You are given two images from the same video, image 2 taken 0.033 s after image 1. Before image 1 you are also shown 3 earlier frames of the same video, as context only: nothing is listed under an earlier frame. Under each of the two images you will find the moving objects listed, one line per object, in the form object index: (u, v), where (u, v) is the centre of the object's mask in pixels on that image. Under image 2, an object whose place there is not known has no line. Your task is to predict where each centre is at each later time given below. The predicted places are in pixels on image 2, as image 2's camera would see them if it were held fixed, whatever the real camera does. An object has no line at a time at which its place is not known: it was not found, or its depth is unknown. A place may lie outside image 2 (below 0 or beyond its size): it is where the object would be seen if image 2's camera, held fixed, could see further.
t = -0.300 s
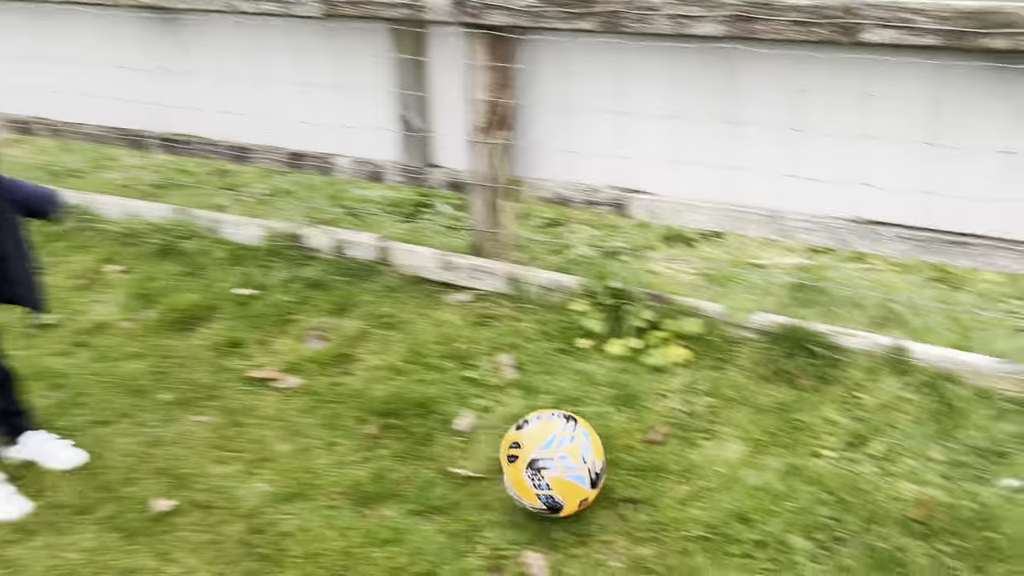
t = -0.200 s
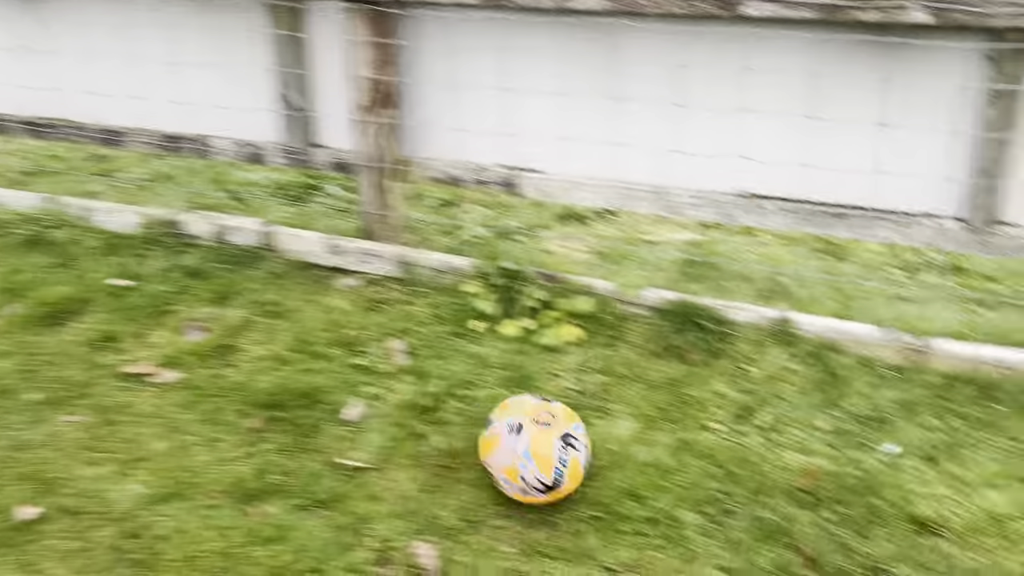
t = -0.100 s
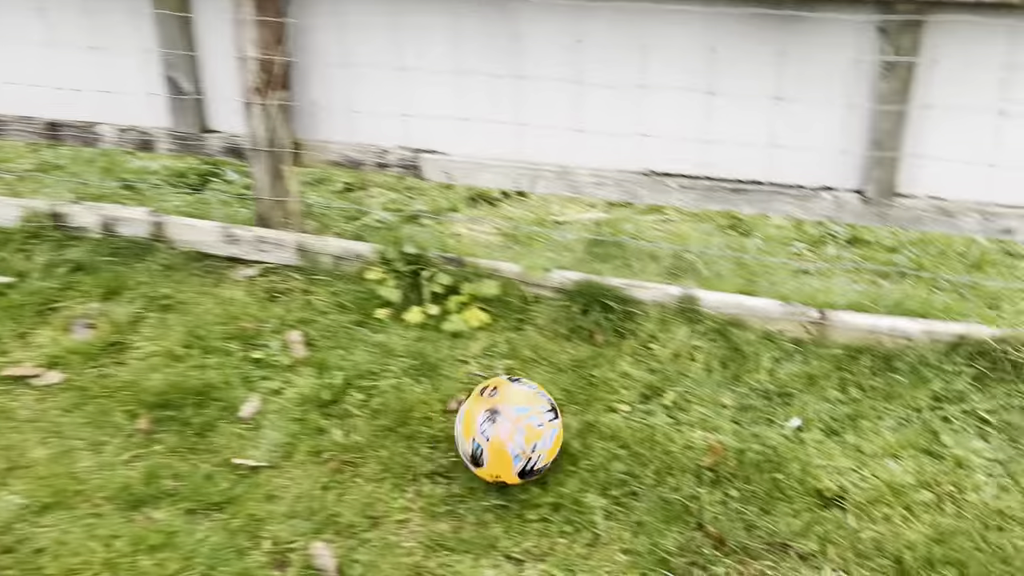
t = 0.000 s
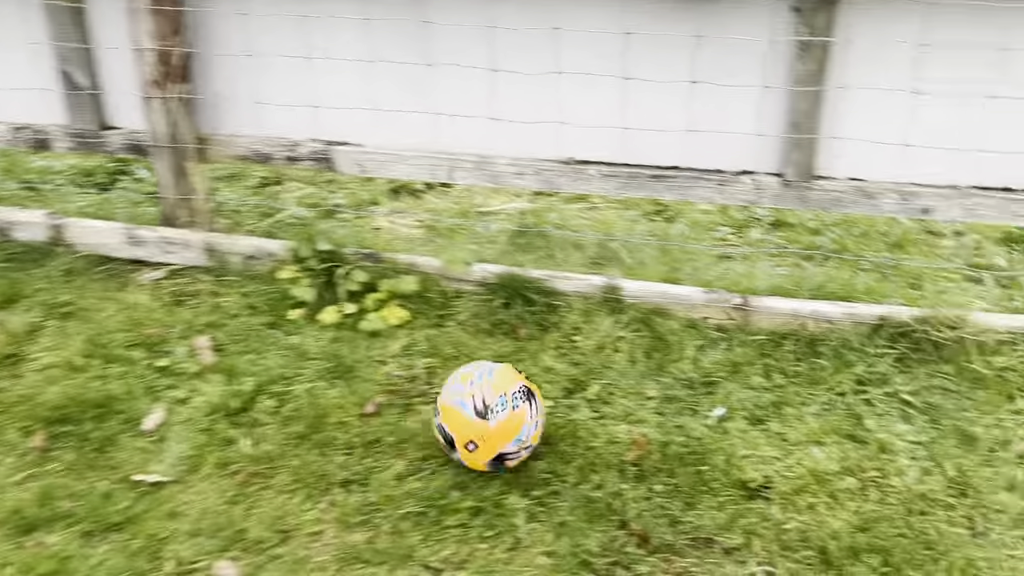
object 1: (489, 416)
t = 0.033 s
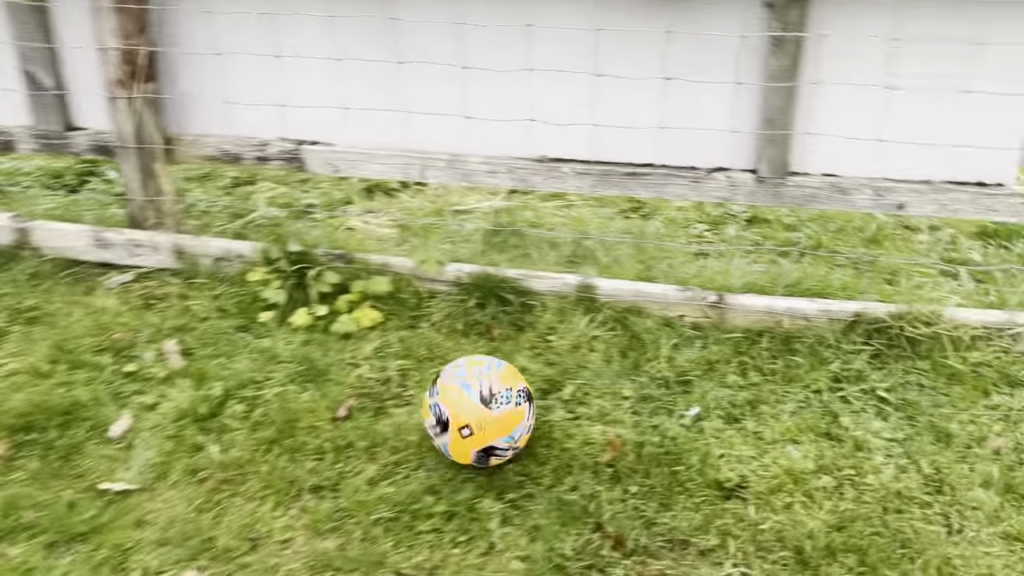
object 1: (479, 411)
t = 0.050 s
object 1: (488, 408)
